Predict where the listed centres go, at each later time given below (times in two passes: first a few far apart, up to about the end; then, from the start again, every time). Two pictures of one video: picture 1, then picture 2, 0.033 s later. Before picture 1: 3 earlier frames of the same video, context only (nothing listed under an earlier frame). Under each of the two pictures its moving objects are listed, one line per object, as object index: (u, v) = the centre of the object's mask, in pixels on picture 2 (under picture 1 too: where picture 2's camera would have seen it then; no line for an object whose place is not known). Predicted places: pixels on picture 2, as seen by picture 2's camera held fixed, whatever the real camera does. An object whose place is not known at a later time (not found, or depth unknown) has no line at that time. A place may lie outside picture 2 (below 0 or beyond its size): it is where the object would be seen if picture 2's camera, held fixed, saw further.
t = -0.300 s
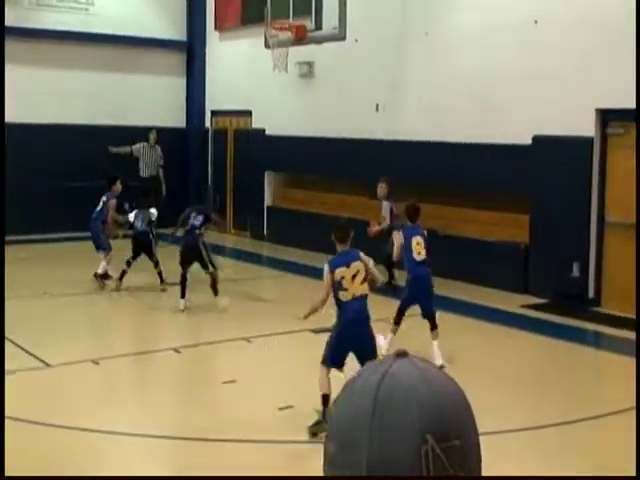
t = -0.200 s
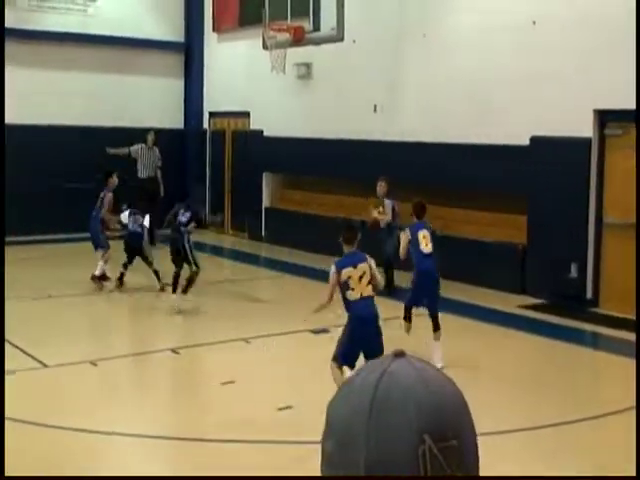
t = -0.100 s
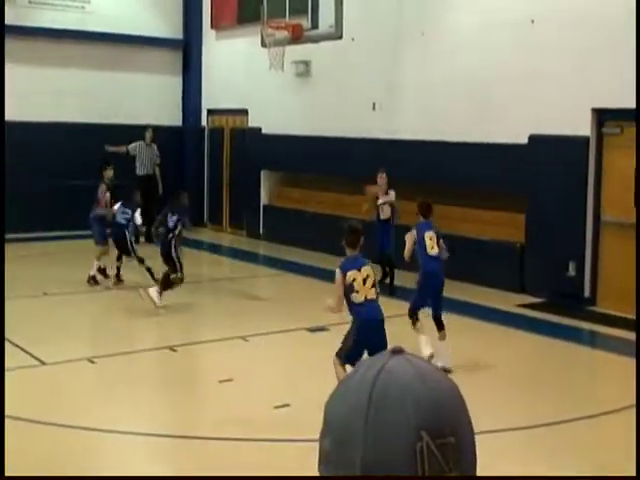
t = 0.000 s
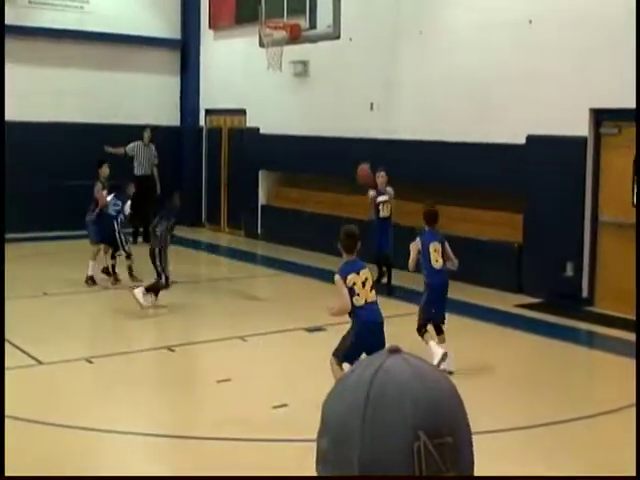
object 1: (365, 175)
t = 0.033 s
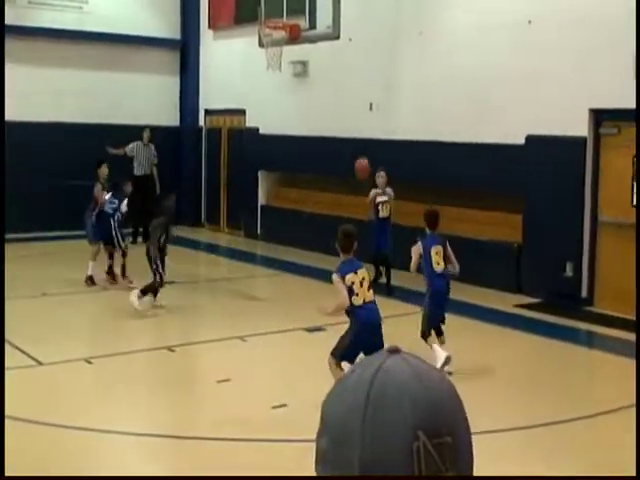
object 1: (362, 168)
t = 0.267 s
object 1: (347, 152)
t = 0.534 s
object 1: (320, 214)
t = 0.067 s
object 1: (361, 162)
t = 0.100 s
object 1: (359, 159)
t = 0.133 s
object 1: (356, 155)
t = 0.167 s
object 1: (354, 153)
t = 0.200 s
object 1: (352, 153)
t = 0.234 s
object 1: (350, 152)
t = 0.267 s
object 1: (347, 152)
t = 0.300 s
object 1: (344, 154)
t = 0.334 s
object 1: (341, 157)
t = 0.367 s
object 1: (338, 163)
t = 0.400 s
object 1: (335, 169)
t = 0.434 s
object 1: (332, 178)
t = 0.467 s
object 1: (328, 184)
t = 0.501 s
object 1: (324, 199)
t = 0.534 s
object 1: (320, 214)
